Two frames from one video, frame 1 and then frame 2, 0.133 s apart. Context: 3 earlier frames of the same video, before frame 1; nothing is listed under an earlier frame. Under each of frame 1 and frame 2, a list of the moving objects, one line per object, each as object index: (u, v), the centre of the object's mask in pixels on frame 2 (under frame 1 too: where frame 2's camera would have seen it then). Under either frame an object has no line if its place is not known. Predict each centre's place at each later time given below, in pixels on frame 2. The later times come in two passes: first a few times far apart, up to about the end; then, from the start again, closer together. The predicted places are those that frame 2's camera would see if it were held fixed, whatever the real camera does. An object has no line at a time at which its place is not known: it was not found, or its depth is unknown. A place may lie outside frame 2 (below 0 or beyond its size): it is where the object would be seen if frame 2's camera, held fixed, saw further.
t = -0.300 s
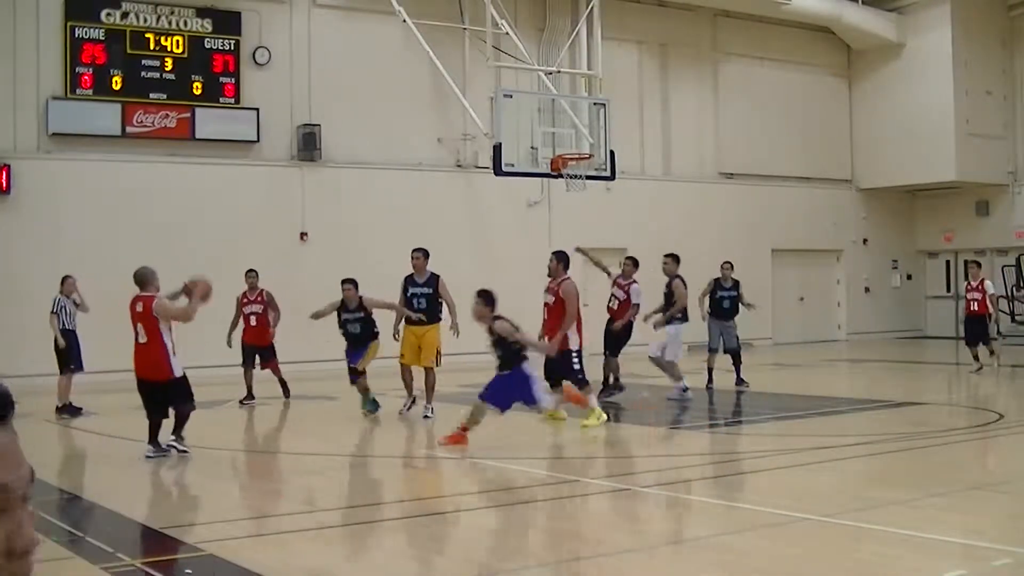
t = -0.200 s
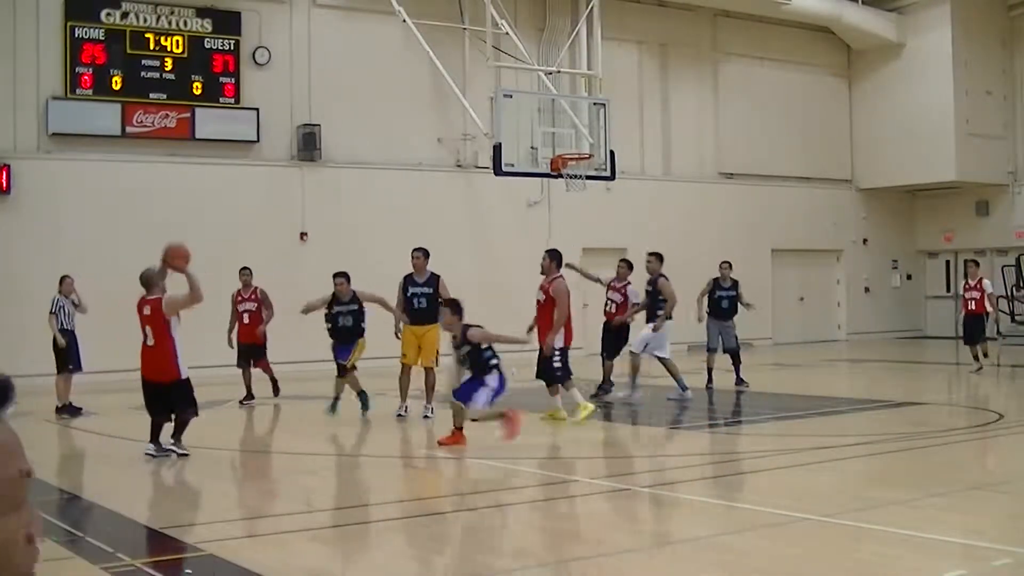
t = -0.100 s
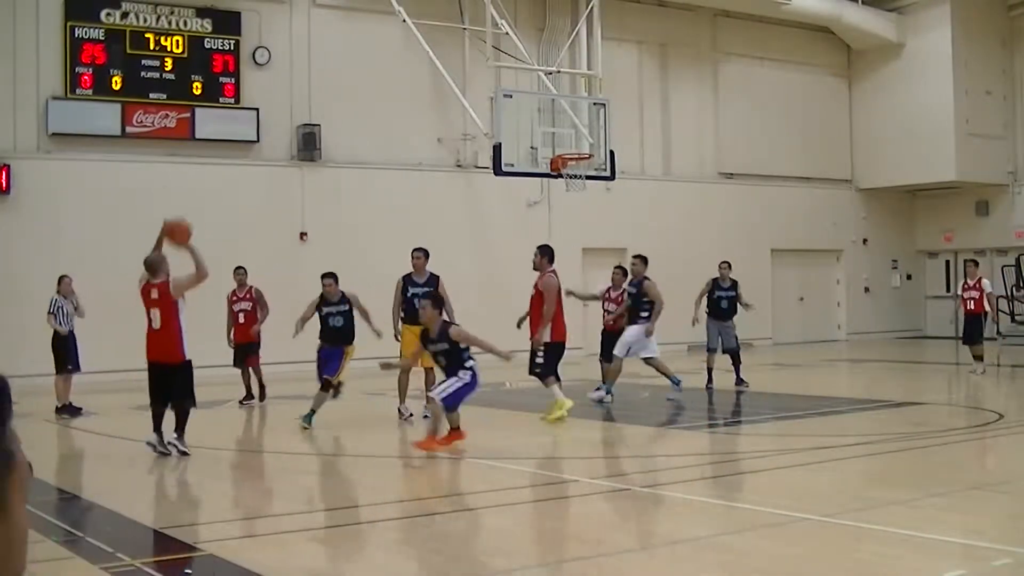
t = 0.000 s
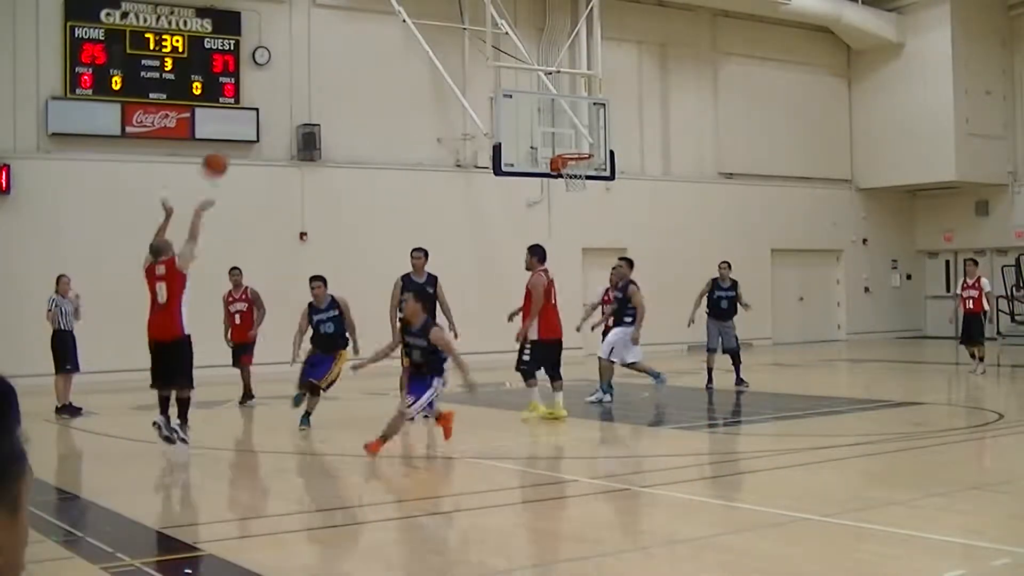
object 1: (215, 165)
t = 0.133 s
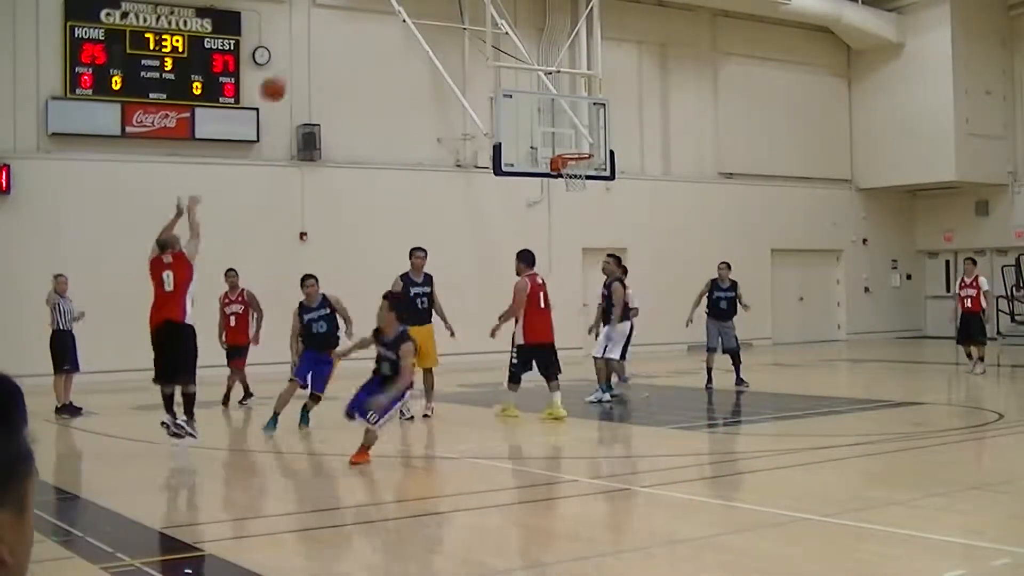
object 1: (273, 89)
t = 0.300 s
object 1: (337, 30)
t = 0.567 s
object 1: (424, 6)
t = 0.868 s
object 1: (504, 43)
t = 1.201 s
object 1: (581, 162)
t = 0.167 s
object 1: (286, 75)
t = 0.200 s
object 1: (300, 62)
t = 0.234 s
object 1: (313, 49)
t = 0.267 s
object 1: (325, 39)
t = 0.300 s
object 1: (337, 30)
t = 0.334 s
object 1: (349, 23)
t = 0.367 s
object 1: (361, 17)
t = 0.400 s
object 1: (372, 12)
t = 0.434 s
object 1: (382, 9)
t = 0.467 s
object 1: (393, 7)
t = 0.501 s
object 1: (404, 6)
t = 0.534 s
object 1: (414, 6)
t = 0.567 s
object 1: (424, 6)
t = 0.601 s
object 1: (434, 6)
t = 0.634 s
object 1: (443, 7)
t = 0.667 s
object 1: (453, 9)
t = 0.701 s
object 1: (462, 11)
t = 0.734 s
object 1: (470, 17)
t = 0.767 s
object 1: (479, 23)
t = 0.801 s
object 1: (487, 28)
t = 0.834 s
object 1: (496, 35)
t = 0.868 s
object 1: (504, 43)
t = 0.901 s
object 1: (513, 52)
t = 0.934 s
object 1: (520, 61)
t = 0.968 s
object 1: (528, 71)
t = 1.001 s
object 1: (536, 83)
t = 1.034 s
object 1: (544, 94)
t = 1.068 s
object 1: (552, 107)
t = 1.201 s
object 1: (581, 162)
